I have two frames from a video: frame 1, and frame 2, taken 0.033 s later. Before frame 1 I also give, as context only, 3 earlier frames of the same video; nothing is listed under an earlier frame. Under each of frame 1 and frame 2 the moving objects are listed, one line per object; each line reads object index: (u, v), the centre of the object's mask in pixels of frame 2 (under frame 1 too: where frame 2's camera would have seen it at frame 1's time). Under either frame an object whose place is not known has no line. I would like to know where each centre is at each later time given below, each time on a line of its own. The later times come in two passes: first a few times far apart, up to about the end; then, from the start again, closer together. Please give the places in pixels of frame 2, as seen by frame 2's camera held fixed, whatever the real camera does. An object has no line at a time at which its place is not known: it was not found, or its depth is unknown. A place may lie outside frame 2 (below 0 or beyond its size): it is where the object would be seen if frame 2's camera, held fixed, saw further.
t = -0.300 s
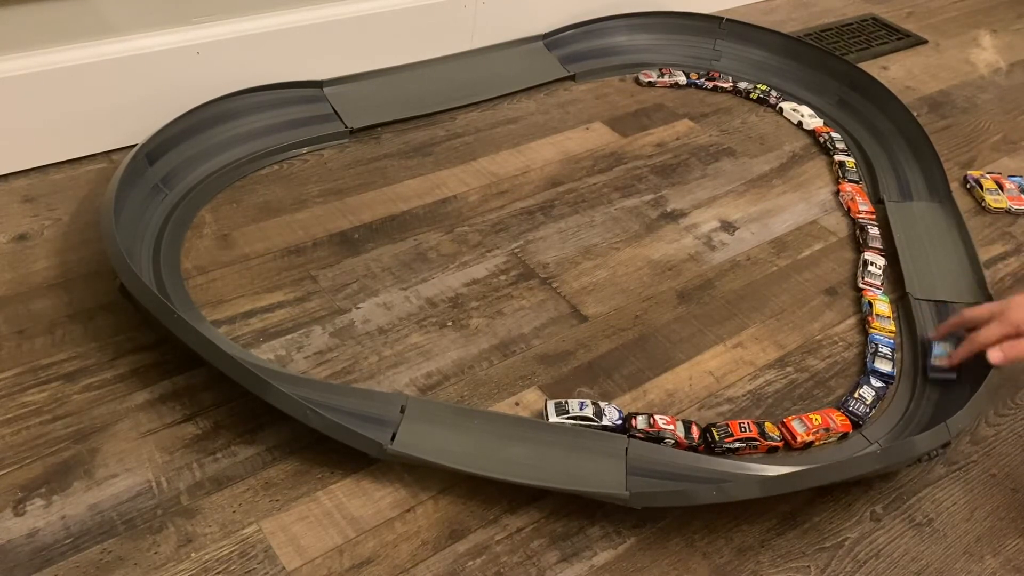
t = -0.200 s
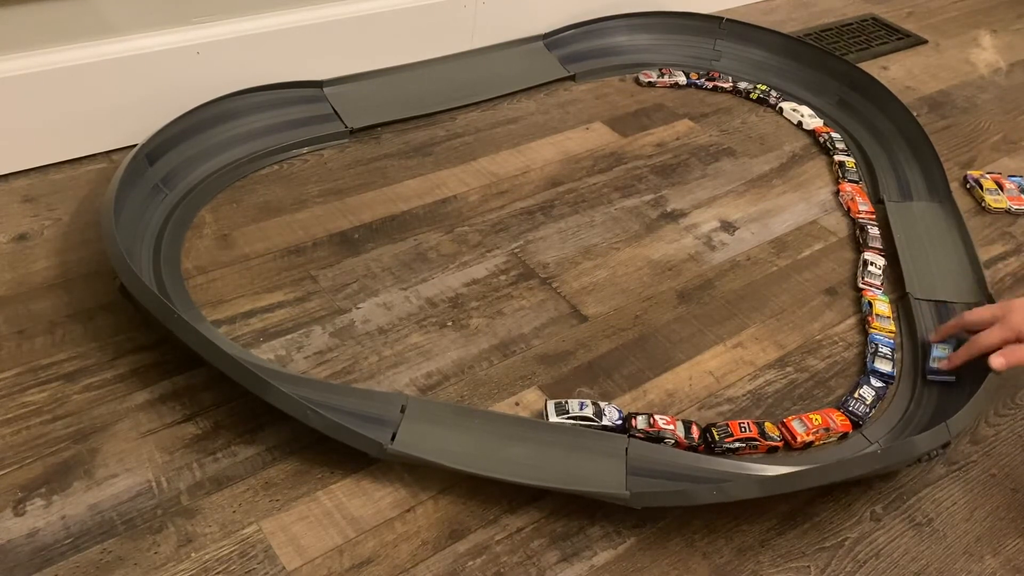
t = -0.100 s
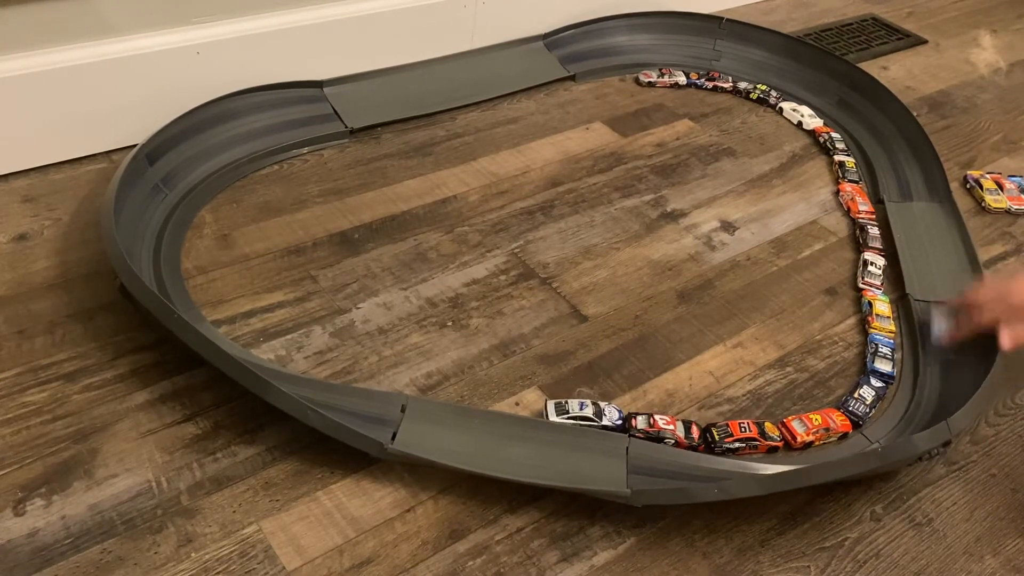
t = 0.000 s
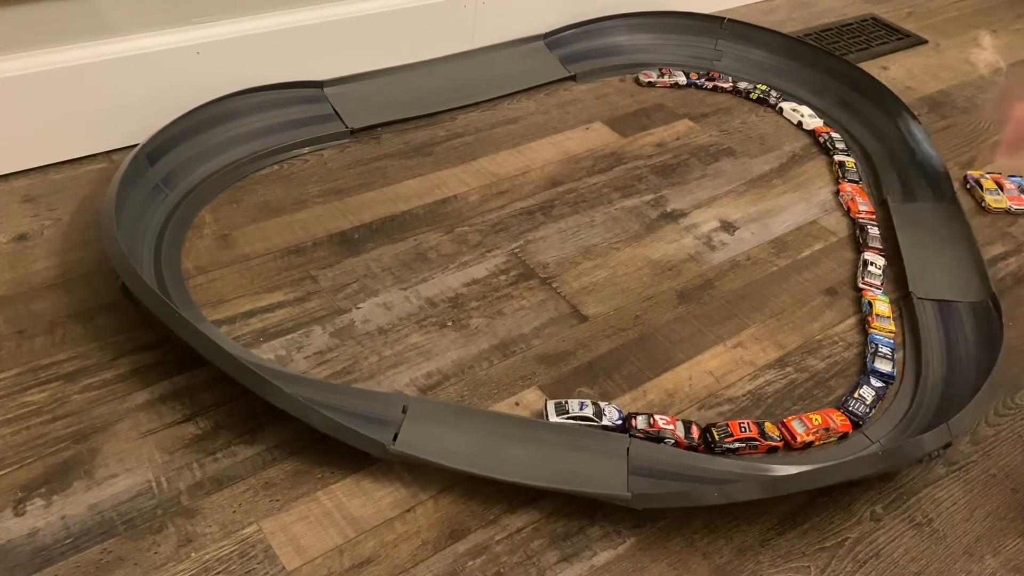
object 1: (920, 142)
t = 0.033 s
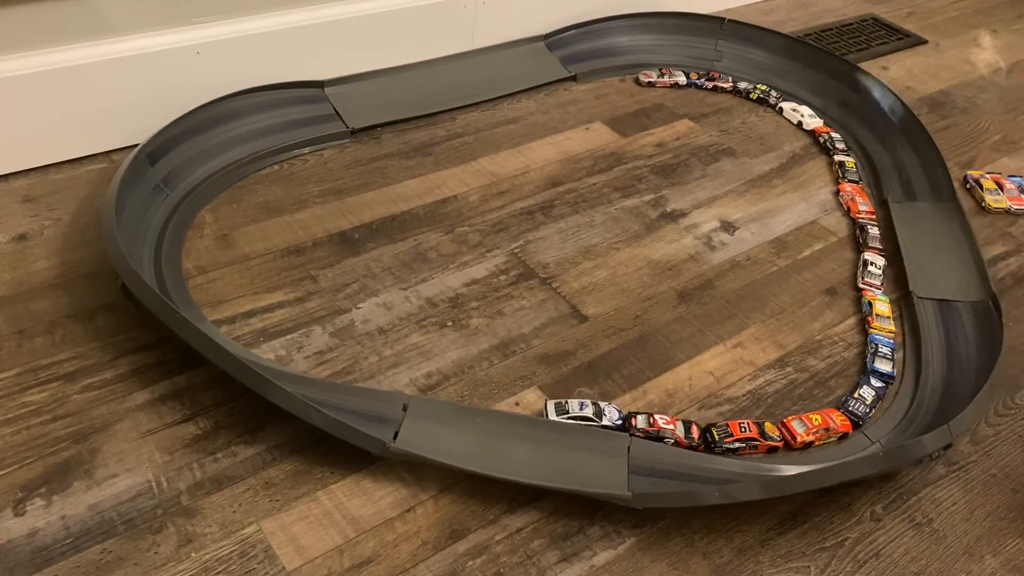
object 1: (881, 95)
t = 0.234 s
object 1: (576, 35)
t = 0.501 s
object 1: (324, 111)
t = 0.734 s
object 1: (169, 196)
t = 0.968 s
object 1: (152, 240)
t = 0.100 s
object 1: (776, 43)
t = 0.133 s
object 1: (718, 28)
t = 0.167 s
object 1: (665, 26)
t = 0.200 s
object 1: (618, 29)
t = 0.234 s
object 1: (576, 35)
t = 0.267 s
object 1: (542, 43)
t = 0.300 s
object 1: (514, 47)
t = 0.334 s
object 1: (479, 56)
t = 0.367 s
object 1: (445, 67)
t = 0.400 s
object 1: (413, 76)
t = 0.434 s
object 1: (383, 87)
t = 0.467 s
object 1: (352, 99)
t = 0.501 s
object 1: (324, 111)
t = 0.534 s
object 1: (292, 125)
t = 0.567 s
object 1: (262, 136)
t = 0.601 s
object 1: (234, 145)
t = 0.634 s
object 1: (208, 157)
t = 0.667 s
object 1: (192, 170)
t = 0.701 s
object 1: (179, 184)
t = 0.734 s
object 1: (169, 196)
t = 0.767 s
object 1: (162, 207)
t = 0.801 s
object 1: (157, 218)
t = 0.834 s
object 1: (154, 226)
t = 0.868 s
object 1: (153, 232)
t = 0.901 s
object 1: (152, 236)
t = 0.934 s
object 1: (152, 239)
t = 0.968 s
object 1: (152, 240)
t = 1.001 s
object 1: (152, 240)
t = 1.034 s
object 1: (152, 240)
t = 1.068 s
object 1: (152, 240)
